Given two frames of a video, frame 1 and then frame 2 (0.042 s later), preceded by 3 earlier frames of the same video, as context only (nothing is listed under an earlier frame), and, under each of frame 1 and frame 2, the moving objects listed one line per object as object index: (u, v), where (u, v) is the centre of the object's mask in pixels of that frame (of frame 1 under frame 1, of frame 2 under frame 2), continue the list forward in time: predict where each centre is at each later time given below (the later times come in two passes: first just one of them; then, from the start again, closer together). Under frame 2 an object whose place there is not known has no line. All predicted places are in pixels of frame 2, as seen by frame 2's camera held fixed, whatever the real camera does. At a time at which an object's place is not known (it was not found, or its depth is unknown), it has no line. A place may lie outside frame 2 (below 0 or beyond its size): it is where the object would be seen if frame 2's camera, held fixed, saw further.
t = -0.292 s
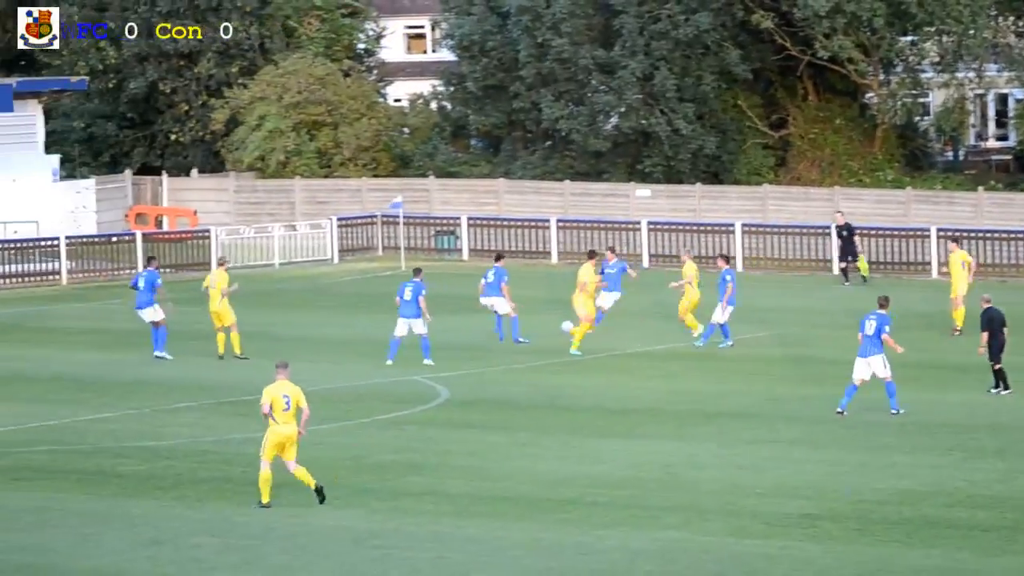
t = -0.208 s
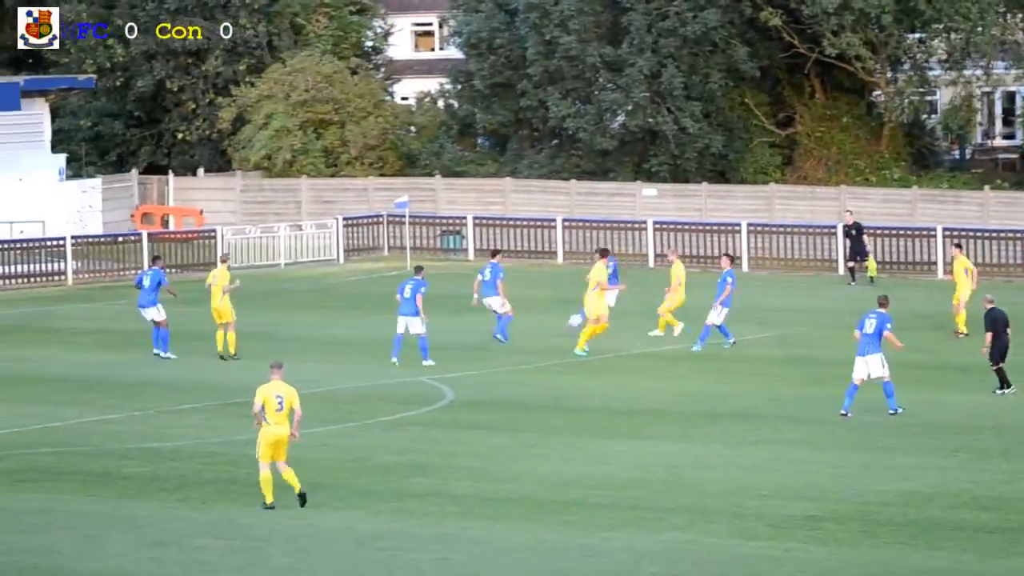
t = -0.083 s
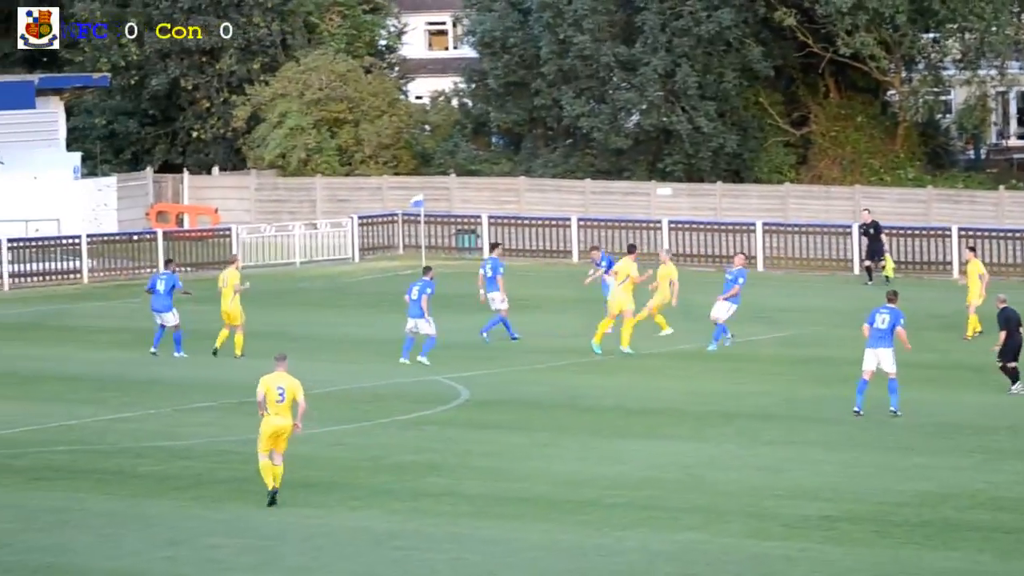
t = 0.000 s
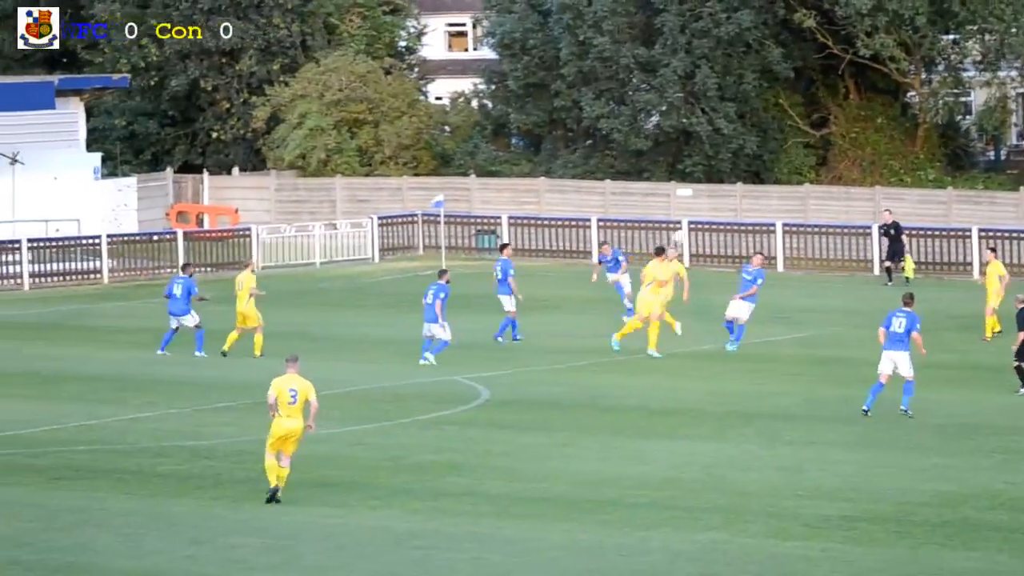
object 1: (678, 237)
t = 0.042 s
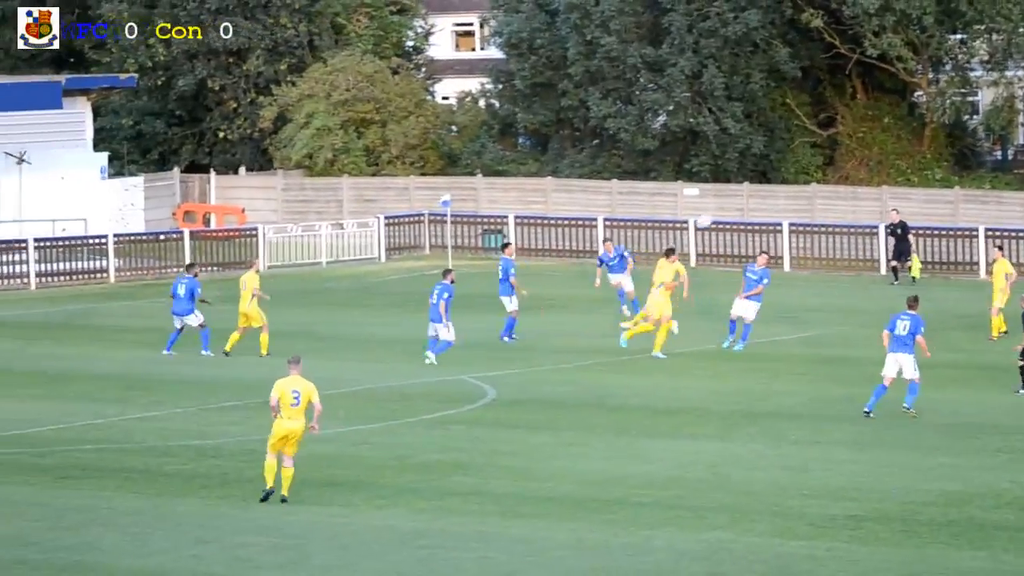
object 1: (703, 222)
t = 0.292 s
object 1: (825, 148)
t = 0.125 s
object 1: (743, 190)
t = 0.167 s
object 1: (759, 180)
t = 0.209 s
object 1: (780, 169)
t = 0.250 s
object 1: (798, 158)
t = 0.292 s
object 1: (825, 148)
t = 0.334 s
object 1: (847, 139)
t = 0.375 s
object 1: (871, 132)
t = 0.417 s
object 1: (897, 125)
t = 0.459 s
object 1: (930, 119)
